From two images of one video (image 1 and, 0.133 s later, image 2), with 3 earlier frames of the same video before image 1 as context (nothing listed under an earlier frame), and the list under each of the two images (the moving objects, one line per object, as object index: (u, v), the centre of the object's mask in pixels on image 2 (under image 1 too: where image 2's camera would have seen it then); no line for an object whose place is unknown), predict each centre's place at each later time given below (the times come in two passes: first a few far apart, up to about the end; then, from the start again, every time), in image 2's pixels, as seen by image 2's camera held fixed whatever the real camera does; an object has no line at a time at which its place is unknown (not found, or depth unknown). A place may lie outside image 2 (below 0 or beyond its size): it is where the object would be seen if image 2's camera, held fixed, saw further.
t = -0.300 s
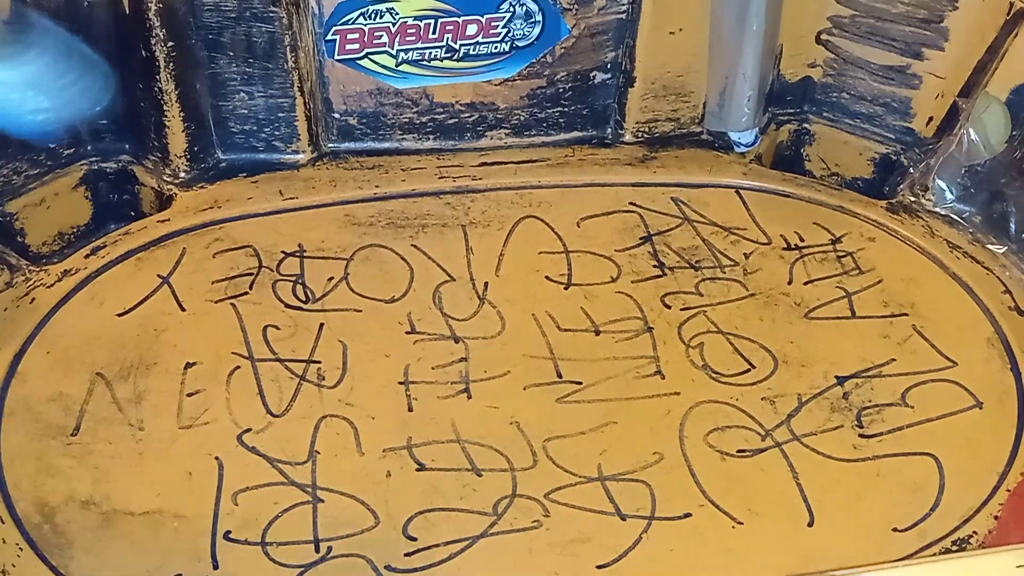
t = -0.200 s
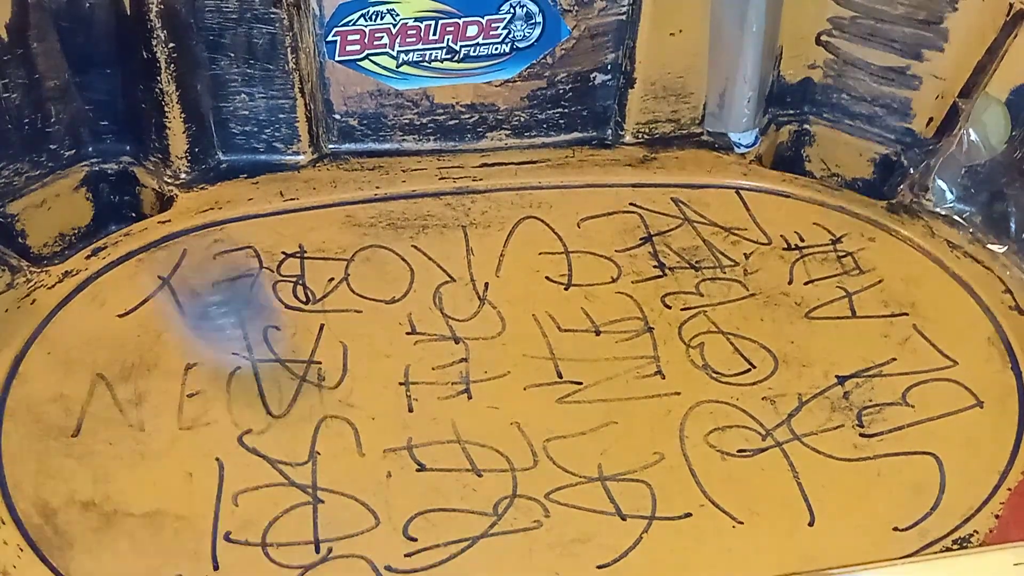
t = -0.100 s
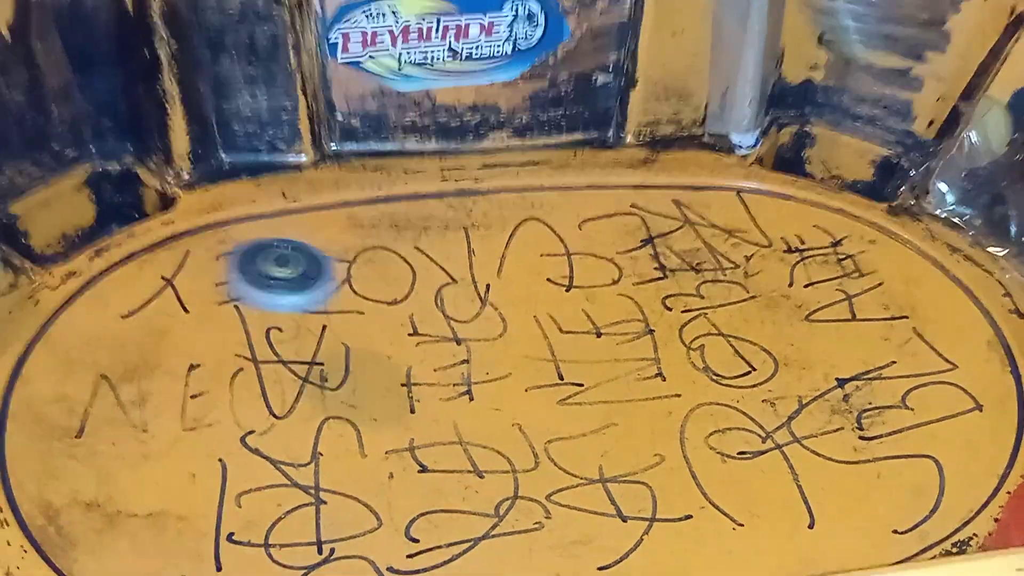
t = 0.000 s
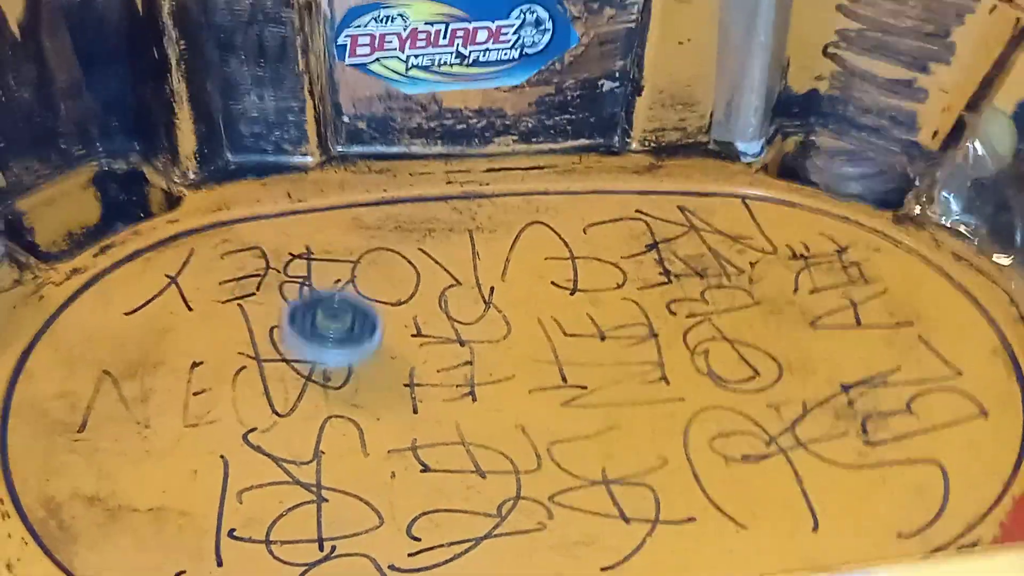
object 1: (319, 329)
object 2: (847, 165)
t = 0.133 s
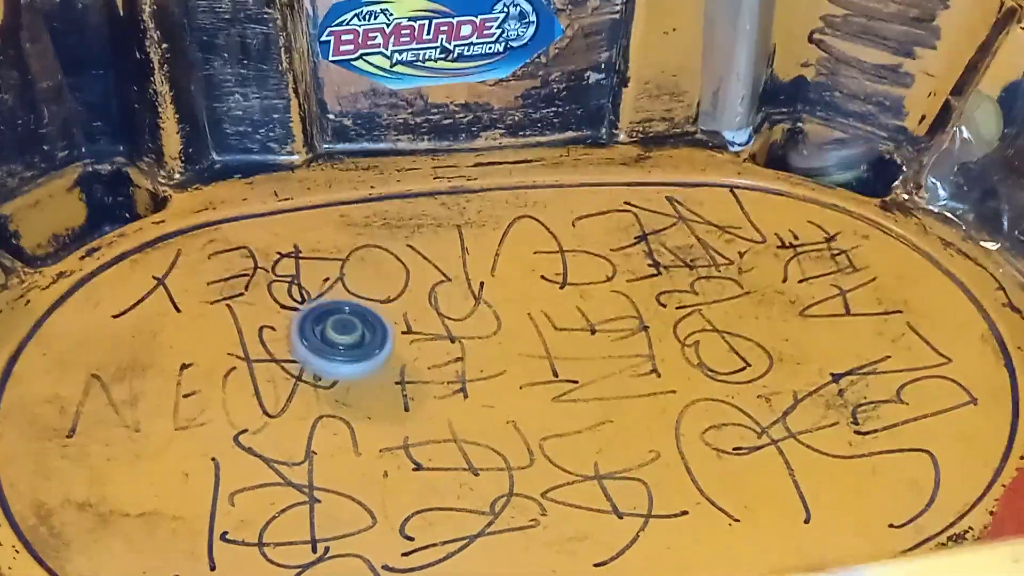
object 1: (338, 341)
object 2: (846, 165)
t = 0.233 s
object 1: (352, 357)
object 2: (862, 155)
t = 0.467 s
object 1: (461, 361)
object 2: (864, 164)
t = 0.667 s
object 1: (463, 247)
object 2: (863, 164)
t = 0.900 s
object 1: (264, 218)
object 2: (863, 163)
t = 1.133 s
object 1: (279, 309)
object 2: (863, 163)
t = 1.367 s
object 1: (495, 418)
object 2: (863, 163)
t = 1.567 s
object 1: (664, 336)
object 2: (863, 163)
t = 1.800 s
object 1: (597, 195)
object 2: (863, 163)
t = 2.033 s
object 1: (377, 235)
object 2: (862, 163)
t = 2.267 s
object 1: (416, 438)
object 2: (862, 163)
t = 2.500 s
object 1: (719, 454)
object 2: (863, 163)
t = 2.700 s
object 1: (802, 318)
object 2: (862, 162)
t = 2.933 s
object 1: (608, 223)
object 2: (862, 163)
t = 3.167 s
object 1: (383, 306)
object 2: (862, 163)
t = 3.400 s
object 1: (366, 523)
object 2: (862, 163)
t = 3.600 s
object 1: (643, 537)
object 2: (862, 163)
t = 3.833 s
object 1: (732, 378)
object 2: (862, 163)
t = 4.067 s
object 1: (509, 276)
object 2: (862, 162)
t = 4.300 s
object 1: (275, 325)
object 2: (862, 162)
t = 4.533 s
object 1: (92, 461)
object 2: (862, 163)
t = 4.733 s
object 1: (255, 551)
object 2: (862, 162)
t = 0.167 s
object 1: (340, 349)
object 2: (850, 168)
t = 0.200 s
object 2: (859, 164)
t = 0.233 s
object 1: (352, 357)
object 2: (862, 155)
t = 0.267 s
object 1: (358, 363)
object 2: (865, 157)
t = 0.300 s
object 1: (368, 369)
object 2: (862, 162)
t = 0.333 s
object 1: (381, 375)
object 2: (864, 164)
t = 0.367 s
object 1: (401, 379)
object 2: (864, 164)
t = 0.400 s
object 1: (424, 379)
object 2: (864, 164)
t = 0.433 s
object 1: (444, 373)
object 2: (864, 164)
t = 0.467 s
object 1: (461, 361)
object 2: (864, 164)
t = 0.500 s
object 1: (475, 345)
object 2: (864, 164)
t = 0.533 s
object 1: (486, 325)
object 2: (864, 164)
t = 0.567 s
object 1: (489, 305)
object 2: (864, 164)
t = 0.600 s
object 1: (488, 283)
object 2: (864, 164)
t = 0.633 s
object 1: (480, 265)
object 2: (863, 164)
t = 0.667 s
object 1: (463, 247)
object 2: (863, 164)
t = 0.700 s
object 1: (444, 233)
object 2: (863, 164)
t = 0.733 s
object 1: (419, 221)
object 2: (863, 163)
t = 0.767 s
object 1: (391, 213)
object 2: (863, 164)
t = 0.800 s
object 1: (361, 208)
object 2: (863, 163)
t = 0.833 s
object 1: (326, 206)
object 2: (863, 163)
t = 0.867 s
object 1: (293, 210)
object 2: (863, 163)
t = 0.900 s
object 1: (264, 218)
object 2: (863, 163)
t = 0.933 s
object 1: (241, 230)
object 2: (863, 163)
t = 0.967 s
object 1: (227, 243)
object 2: (863, 163)
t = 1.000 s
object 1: (223, 257)
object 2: (863, 163)
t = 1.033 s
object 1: (228, 269)
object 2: (863, 163)
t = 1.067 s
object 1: (243, 280)
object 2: (863, 163)
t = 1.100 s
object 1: (261, 294)
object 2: (863, 163)
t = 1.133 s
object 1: (279, 309)
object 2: (863, 163)
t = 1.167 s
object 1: (301, 327)
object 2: (863, 163)
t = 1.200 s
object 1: (324, 347)
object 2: (863, 163)
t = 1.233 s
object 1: (353, 369)
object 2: (863, 163)
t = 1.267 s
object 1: (384, 391)
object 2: (863, 163)
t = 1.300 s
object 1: (419, 407)
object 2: (863, 163)
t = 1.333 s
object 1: (456, 418)
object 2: (863, 163)
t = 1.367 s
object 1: (495, 418)
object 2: (863, 163)
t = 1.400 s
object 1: (530, 412)
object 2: (863, 163)
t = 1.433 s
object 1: (565, 400)
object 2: (863, 163)
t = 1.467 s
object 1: (595, 387)
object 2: (863, 163)
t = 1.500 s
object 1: (623, 373)
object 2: (863, 163)
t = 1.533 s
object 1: (647, 357)
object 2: (863, 163)
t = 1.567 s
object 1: (664, 336)
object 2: (863, 163)
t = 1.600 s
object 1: (672, 311)
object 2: (863, 163)
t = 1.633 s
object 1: (677, 286)
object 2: (862, 163)
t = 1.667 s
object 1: (675, 264)
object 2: (863, 163)
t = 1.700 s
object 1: (666, 244)
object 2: (862, 163)
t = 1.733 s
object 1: (650, 224)
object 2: (862, 163)
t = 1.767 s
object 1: (626, 207)
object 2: (862, 162)
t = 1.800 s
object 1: (597, 195)
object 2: (863, 163)
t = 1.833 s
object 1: (565, 188)
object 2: (863, 163)
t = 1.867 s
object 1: (533, 185)
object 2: (862, 163)
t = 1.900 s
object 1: (499, 188)
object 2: (862, 163)
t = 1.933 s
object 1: (466, 194)
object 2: (862, 163)
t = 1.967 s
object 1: (433, 203)
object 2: (862, 163)
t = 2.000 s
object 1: (404, 216)
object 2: (862, 163)
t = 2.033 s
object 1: (377, 235)
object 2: (862, 163)
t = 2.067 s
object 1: (360, 255)
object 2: (862, 163)
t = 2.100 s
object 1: (349, 280)
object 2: (862, 163)
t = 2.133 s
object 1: (349, 310)
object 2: (862, 163)
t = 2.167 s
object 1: (356, 344)
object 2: (862, 163)
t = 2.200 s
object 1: (369, 376)
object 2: (862, 163)
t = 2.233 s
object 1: (390, 409)
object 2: (862, 163)
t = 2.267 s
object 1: (416, 438)
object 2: (862, 163)
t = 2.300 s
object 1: (452, 461)
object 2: (862, 163)
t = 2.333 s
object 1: (492, 473)
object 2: (862, 163)
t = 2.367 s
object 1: (539, 480)
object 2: (862, 163)
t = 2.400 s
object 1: (585, 480)
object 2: (862, 163)
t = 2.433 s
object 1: (634, 477)
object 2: (862, 163)
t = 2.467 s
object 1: (677, 468)
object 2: (862, 163)
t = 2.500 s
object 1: (719, 454)
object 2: (863, 163)
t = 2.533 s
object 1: (754, 438)
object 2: (863, 163)
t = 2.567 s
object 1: (782, 417)
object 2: (862, 163)
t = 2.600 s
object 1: (798, 393)
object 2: (862, 163)
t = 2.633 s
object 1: (808, 369)
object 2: (862, 163)
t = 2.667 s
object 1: (807, 343)
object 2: (862, 163)
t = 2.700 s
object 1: (802, 318)
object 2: (862, 162)
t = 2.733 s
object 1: (786, 291)
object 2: (863, 163)
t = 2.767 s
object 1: (768, 271)
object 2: (862, 163)
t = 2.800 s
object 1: (743, 253)
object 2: (862, 163)
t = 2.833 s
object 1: (711, 239)
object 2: (862, 163)
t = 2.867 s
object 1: (680, 230)
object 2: (862, 163)
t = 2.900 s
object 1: (646, 224)
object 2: (862, 163)
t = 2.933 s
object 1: (608, 223)
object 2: (862, 163)
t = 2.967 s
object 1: (571, 226)
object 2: (862, 163)
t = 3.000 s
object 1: (536, 231)
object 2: (862, 163)
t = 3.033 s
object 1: (498, 240)
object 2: (862, 163)
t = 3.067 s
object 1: (466, 250)
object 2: (862, 163)
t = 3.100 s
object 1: (434, 265)
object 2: (862, 162)
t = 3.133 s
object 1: (405, 283)
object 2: (862, 163)
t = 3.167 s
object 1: (383, 306)
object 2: (862, 163)
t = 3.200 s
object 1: (368, 334)
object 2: (862, 163)
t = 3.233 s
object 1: (356, 363)
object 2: (862, 163)
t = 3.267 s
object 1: (347, 396)
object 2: (862, 162)
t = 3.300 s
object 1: (338, 435)
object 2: (862, 163)
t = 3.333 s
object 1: (336, 467)
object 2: (862, 163)
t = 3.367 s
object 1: (345, 500)
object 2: (862, 163)
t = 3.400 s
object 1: (366, 523)
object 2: (862, 163)
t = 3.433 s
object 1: (402, 535)
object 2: (862, 163)
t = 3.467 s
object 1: (444, 542)
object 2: (862, 163)
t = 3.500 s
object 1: (498, 544)
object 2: (862, 163)
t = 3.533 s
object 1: (543, 545)
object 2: (862, 163)
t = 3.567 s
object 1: (594, 542)
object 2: (862, 163)
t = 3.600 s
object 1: (643, 537)
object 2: (862, 163)
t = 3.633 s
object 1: (683, 528)
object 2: (862, 163)
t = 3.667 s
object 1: (715, 507)
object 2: (862, 163)
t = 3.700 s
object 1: (737, 481)
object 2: (862, 163)
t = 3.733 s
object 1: (753, 457)
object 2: (862, 163)
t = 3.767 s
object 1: (754, 430)
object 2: (862, 163)
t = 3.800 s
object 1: (747, 404)
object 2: (862, 163)
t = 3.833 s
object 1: (732, 378)
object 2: (862, 163)
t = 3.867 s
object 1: (706, 352)
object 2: (862, 163)
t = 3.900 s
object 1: (682, 332)
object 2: (862, 163)
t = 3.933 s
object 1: (652, 312)
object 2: (862, 162)
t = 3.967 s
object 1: (618, 298)
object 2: (862, 162)
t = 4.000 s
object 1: (583, 286)
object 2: (862, 162)
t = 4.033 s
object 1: (547, 279)
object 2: (862, 162)
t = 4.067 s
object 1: (509, 276)
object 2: (862, 162)
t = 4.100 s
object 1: (472, 273)
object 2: (862, 162)
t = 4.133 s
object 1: (436, 274)
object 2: (862, 162)
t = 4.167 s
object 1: (397, 276)
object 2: (862, 162)
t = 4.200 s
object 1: (365, 283)
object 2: (862, 162)
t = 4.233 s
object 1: (333, 295)
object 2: (862, 162)
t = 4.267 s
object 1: (303, 312)
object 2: (861, 162)
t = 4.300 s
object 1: (275, 325)
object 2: (862, 162)
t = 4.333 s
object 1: (246, 341)
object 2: (862, 162)
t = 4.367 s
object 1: (217, 357)
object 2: (862, 163)
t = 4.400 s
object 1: (185, 375)
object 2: (862, 163)
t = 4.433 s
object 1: (156, 391)
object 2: (862, 162)
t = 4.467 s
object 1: (125, 410)
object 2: (862, 162)
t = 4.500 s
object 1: (103, 433)
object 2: (862, 162)
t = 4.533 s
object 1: (92, 461)
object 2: (862, 163)
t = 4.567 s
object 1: (94, 489)
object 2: (862, 162)
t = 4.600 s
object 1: (108, 517)
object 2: (862, 162)
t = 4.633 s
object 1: (132, 533)
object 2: (862, 162)
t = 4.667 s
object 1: (168, 541)
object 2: (862, 162)
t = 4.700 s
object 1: (211, 547)
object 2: (862, 162)
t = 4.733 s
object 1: (255, 551)
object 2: (862, 162)
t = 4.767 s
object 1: (306, 549)
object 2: (862, 162)
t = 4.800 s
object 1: (355, 545)
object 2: (862, 162)
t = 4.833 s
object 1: (404, 540)
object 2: (862, 162)
